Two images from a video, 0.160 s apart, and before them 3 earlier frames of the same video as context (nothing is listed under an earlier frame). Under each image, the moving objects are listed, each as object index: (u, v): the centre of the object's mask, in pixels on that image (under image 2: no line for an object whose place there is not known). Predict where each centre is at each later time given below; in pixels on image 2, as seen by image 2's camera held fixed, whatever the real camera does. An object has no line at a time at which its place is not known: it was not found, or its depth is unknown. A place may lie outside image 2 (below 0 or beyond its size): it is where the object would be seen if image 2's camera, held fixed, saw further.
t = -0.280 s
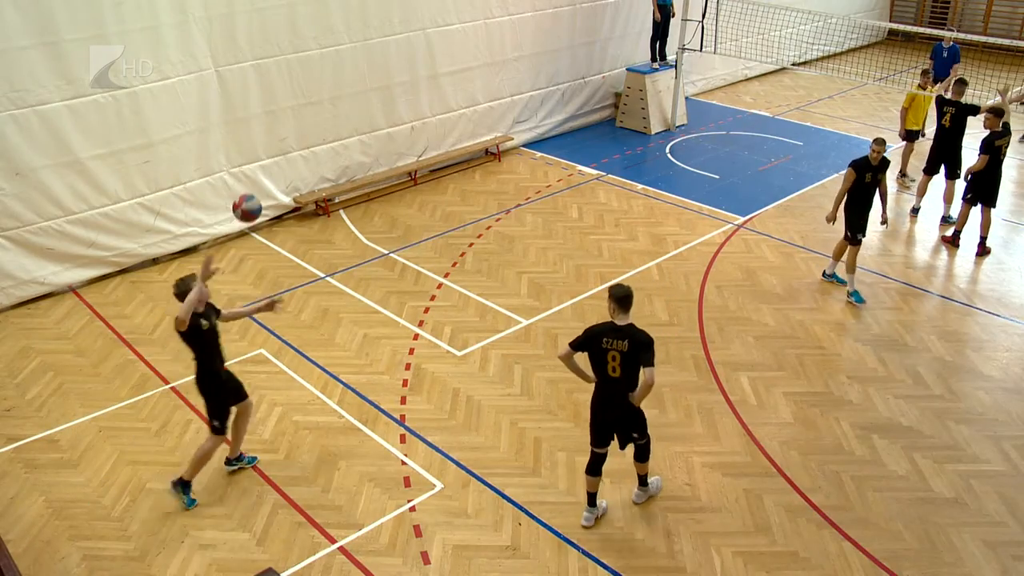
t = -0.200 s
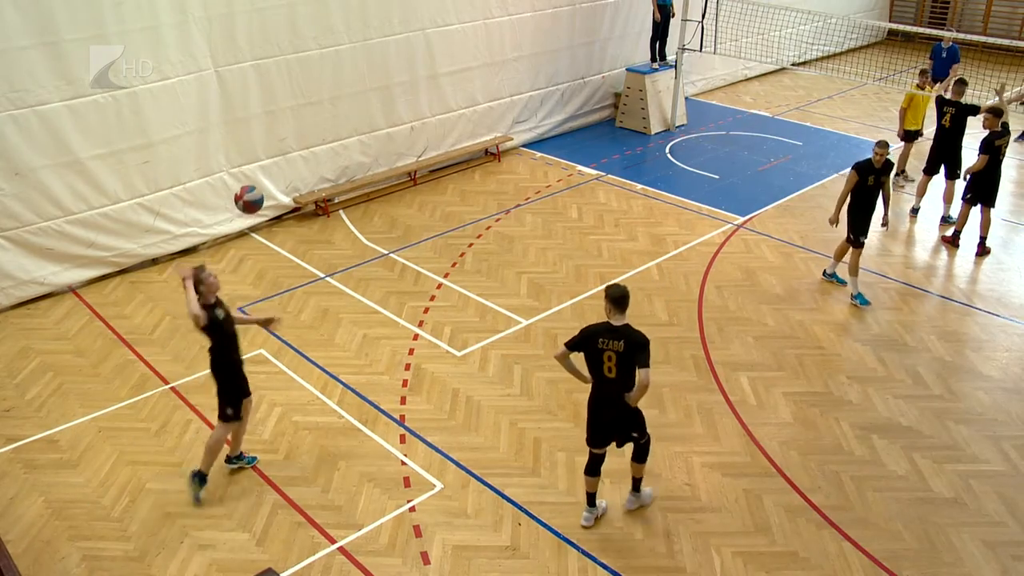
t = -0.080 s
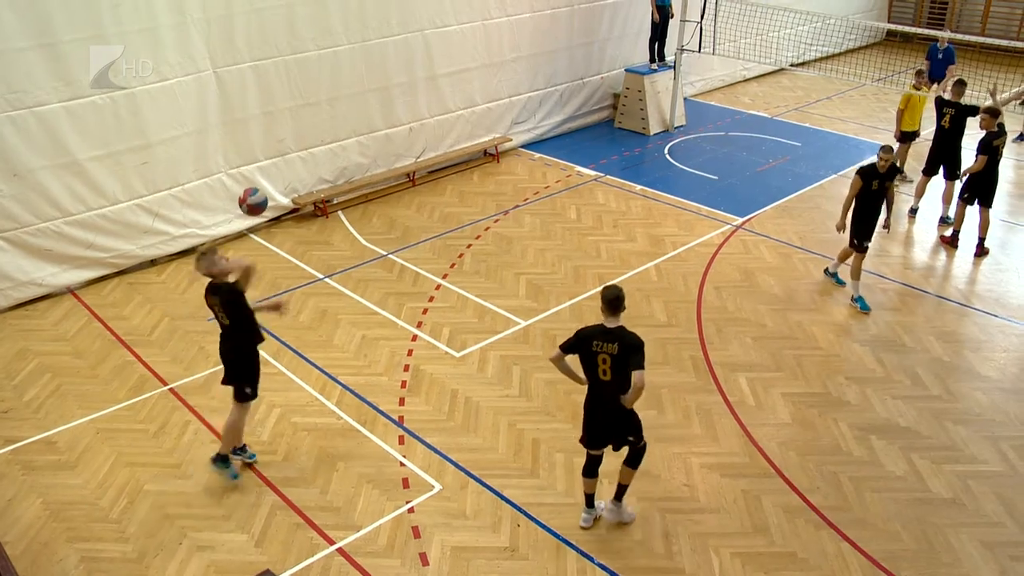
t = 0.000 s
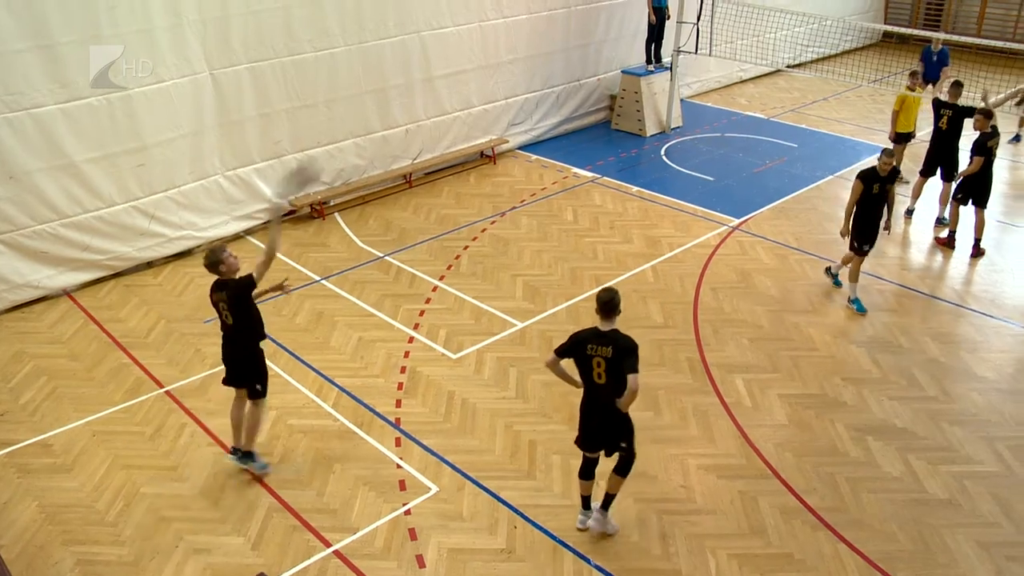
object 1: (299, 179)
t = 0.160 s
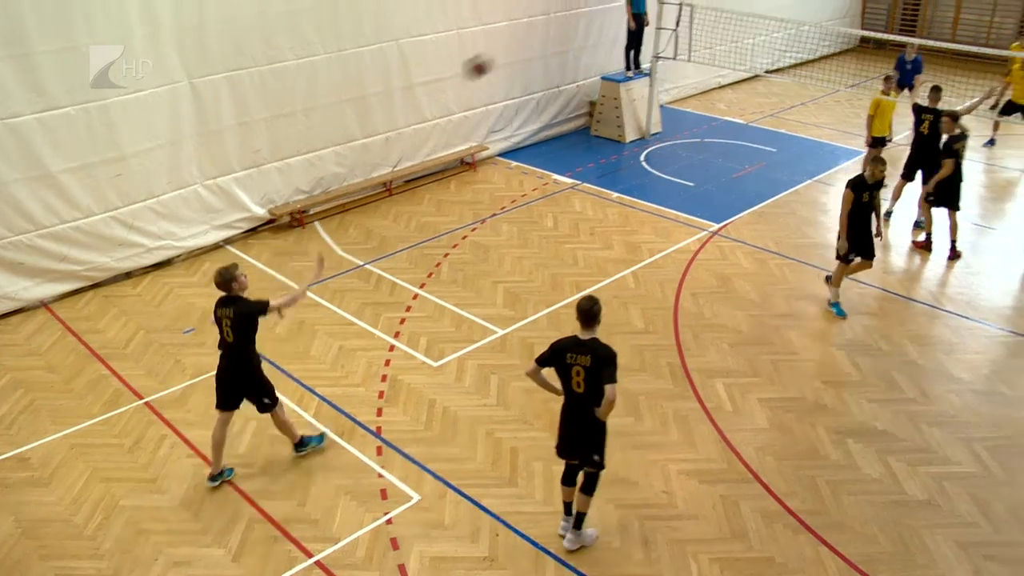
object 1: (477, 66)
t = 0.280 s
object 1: (582, 17)
